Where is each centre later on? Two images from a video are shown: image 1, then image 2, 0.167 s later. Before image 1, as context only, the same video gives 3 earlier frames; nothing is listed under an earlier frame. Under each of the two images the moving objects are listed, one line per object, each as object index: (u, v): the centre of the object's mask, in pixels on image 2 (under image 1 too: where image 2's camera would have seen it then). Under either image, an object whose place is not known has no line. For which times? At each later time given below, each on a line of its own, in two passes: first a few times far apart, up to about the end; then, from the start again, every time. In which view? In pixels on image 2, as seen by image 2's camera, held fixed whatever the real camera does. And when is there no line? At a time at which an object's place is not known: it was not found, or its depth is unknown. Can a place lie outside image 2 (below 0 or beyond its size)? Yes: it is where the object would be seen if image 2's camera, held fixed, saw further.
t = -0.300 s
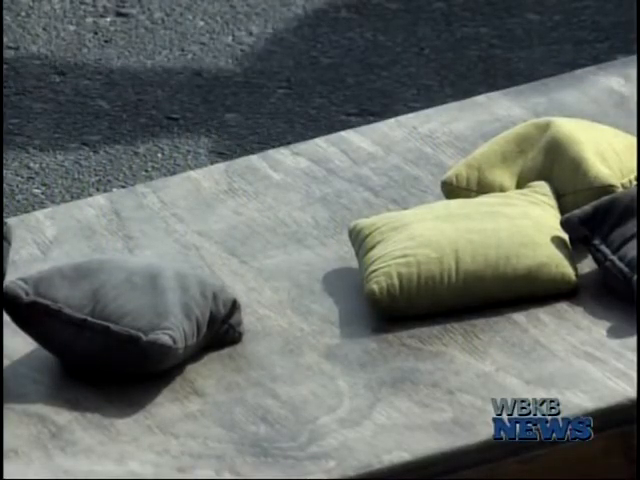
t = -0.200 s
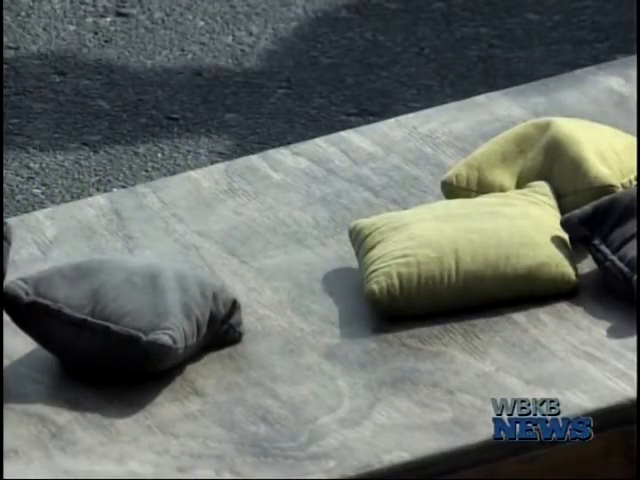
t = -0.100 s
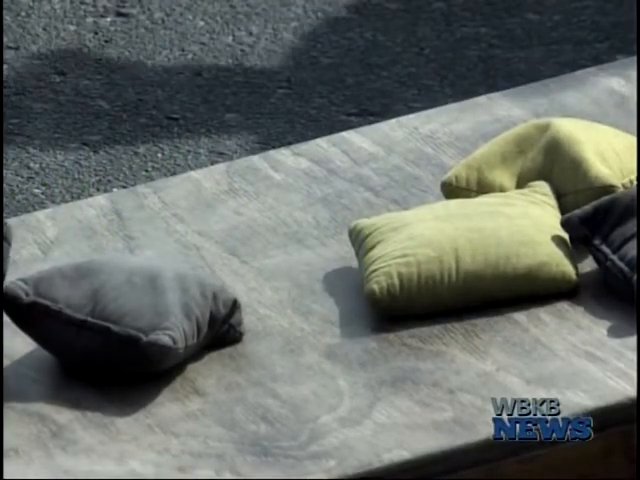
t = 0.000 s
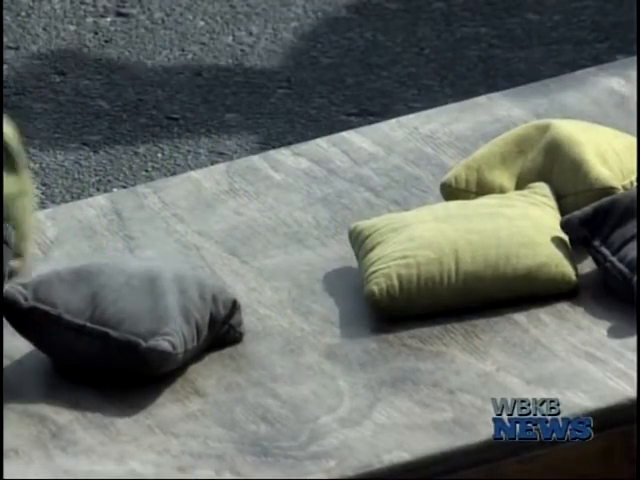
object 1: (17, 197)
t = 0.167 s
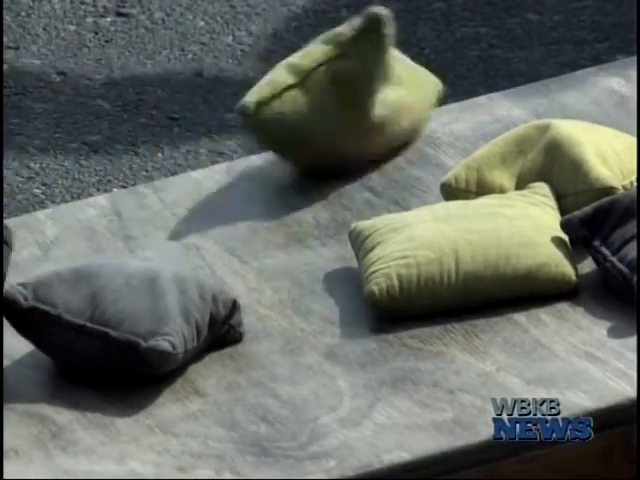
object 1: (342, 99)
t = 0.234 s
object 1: (415, 72)
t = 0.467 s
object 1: (469, 91)
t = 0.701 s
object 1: (460, 99)
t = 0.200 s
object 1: (384, 86)
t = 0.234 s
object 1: (415, 72)
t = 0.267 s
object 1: (440, 69)
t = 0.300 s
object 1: (460, 71)
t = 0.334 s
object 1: (474, 75)
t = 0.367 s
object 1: (478, 79)
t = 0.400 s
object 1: (477, 81)
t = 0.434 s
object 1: (474, 85)
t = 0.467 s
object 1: (469, 91)
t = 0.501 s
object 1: (464, 96)
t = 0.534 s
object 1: (460, 99)
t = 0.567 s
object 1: (459, 99)
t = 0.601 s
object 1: (460, 99)
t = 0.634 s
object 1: (460, 99)
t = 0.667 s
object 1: (459, 99)
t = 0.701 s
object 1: (460, 99)
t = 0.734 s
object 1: (460, 99)
